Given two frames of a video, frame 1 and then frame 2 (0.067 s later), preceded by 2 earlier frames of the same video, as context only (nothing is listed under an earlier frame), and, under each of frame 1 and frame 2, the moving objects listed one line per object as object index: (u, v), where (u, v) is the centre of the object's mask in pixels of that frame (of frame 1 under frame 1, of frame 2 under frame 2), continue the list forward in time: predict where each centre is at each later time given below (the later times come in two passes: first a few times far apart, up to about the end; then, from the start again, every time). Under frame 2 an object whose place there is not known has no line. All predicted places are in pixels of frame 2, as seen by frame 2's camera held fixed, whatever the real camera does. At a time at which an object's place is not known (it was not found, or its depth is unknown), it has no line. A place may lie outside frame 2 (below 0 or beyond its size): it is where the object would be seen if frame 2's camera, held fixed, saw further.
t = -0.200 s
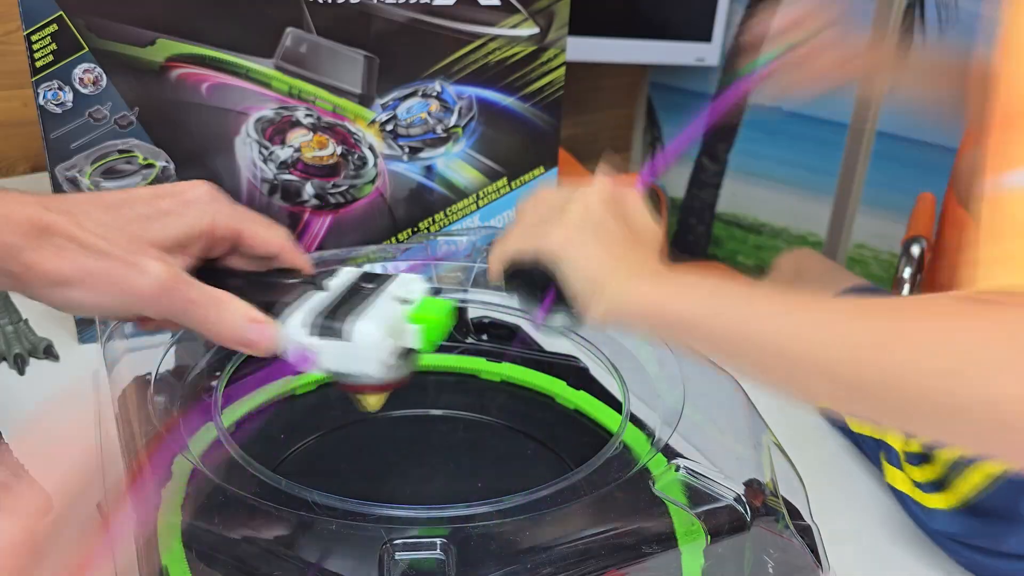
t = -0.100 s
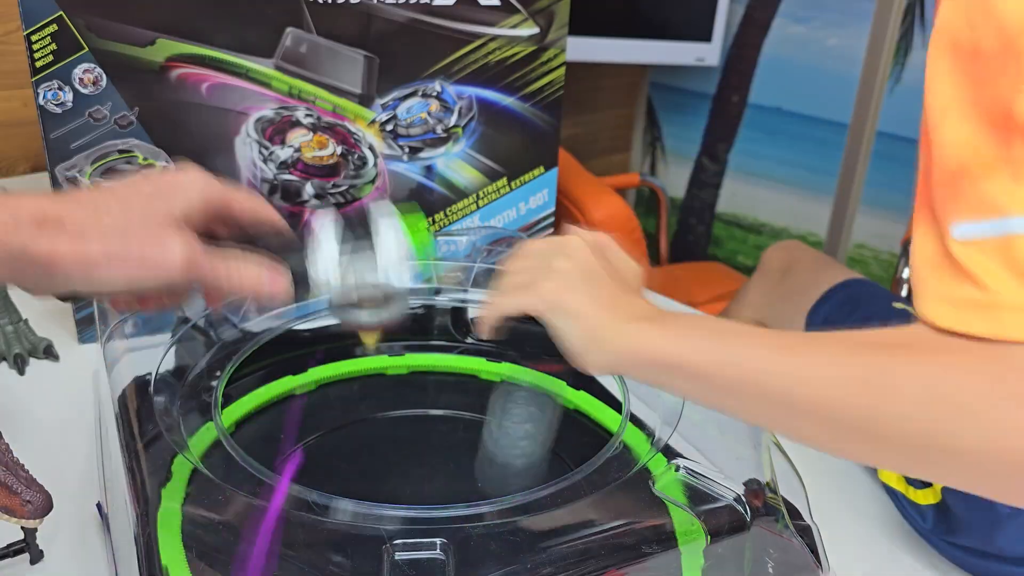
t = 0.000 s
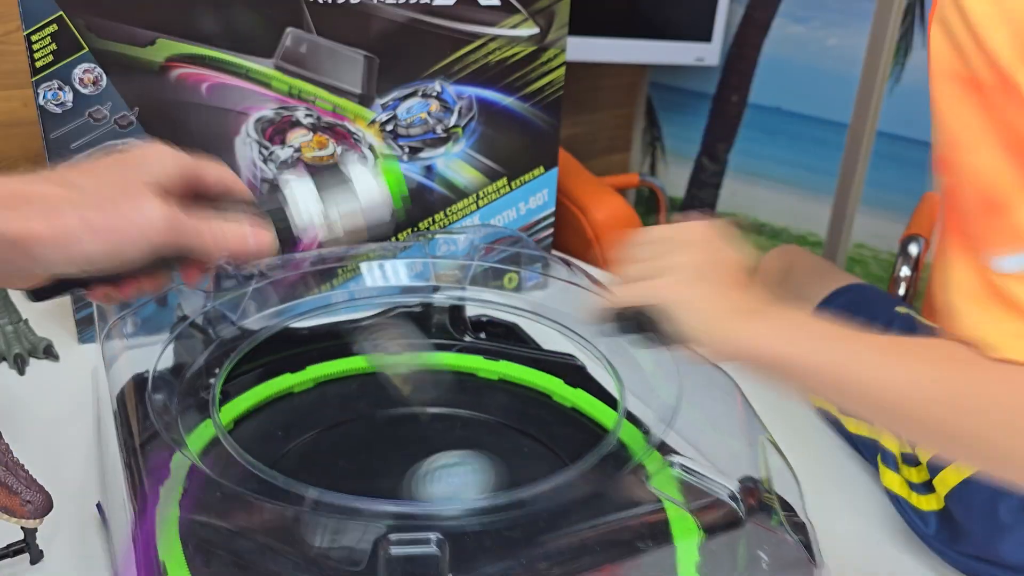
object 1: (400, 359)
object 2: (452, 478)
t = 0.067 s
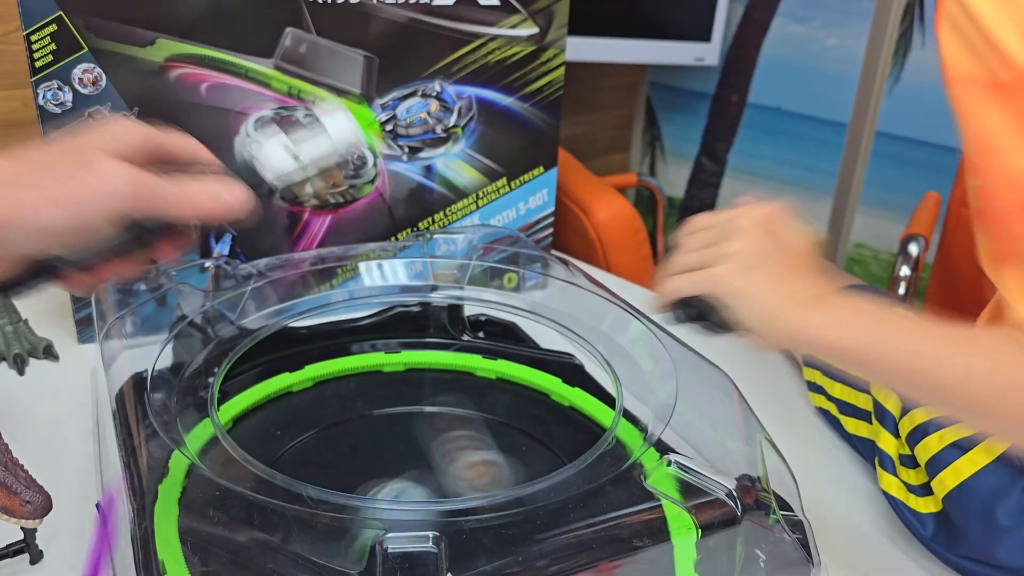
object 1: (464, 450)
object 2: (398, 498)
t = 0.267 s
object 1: (638, 570)
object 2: (275, 508)
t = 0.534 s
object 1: (600, 422)
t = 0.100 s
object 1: (498, 479)
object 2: (376, 497)
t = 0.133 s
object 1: (531, 499)
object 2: (338, 536)
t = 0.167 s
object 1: (564, 534)
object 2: (320, 515)
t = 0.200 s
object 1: (587, 546)
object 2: (303, 512)
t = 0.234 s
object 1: (619, 564)
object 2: (288, 511)
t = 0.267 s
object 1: (638, 570)
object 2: (275, 508)
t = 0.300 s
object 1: (646, 560)
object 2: (270, 504)
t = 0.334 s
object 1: (647, 527)
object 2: (258, 504)
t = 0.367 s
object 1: (647, 506)
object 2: (270, 500)
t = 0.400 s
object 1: (645, 483)
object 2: (275, 499)
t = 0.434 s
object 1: (636, 463)
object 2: (286, 499)
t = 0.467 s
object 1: (628, 448)
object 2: (299, 498)
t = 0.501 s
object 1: (615, 433)
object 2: (318, 501)
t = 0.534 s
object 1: (600, 422)
